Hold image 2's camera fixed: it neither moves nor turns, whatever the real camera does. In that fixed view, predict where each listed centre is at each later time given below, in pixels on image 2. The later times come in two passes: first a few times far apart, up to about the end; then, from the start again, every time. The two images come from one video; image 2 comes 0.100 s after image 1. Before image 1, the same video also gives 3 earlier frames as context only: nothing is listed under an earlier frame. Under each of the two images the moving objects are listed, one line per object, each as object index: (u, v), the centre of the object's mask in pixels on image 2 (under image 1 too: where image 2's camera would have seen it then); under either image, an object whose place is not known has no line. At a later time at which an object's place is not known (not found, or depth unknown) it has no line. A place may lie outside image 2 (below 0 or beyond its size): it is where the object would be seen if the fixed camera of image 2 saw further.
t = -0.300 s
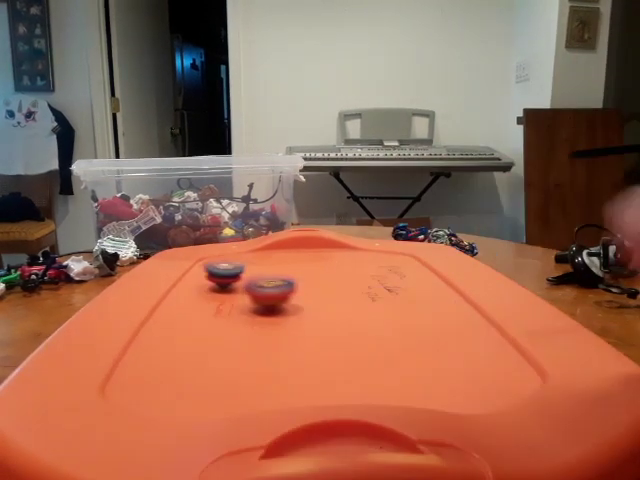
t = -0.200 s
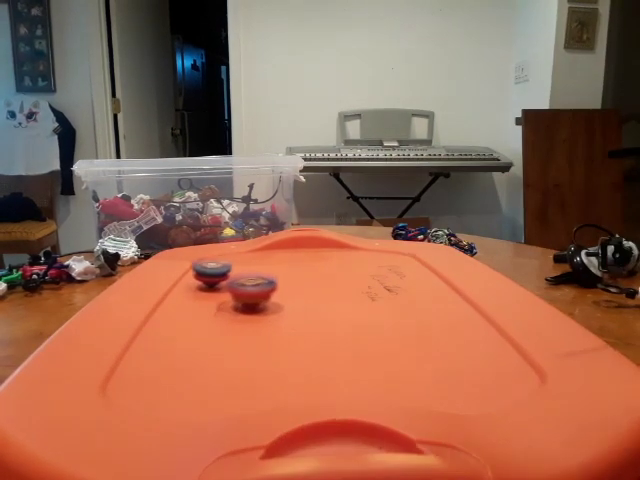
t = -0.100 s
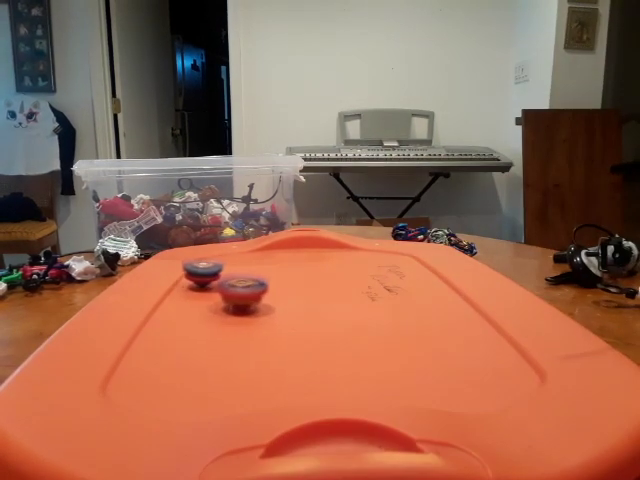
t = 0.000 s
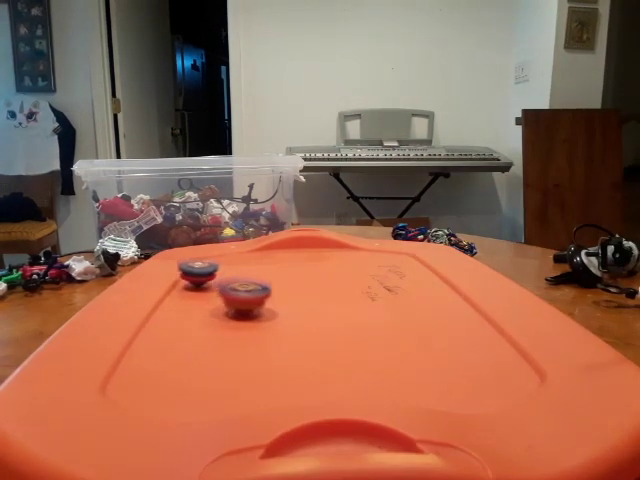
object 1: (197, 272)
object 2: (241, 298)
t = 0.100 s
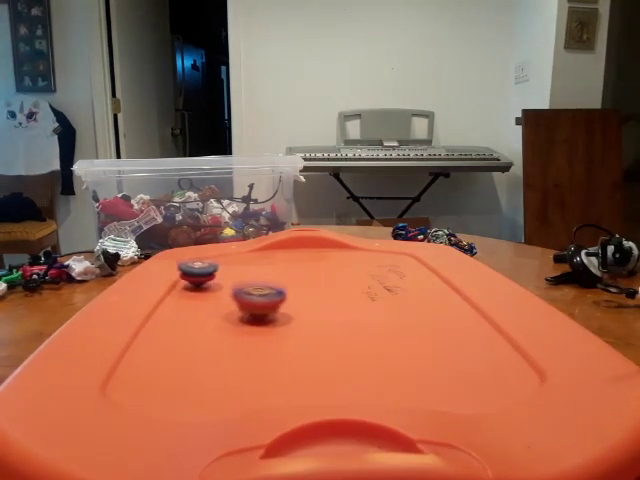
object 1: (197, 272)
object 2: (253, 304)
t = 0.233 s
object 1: (203, 272)
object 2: (275, 304)
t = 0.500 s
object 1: (231, 274)
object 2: (281, 293)
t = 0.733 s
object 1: (247, 270)
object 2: (296, 287)
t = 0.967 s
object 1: (248, 260)
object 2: (335, 285)
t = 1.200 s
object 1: (259, 251)
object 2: (337, 283)
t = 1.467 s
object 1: (277, 244)
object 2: (325, 281)
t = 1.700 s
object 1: (304, 245)
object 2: (313, 285)
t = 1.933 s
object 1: (330, 247)
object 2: (308, 287)
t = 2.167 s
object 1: (352, 250)
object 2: (308, 287)
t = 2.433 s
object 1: (367, 253)
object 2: (308, 286)
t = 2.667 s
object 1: (373, 256)
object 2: (306, 285)
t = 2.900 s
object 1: (372, 259)
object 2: (295, 285)
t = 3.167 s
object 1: (355, 268)
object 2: (291, 286)
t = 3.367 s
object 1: (334, 278)
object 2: (290, 286)
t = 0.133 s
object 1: (198, 272)
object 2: (259, 304)
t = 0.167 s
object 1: (199, 272)
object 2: (264, 304)
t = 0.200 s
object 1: (201, 272)
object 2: (270, 304)
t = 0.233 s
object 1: (203, 272)
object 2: (275, 304)
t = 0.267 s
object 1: (205, 273)
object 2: (279, 303)
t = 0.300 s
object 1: (208, 272)
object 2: (282, 302)
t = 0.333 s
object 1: (211, 273)
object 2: (284, 301)
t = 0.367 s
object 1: (215, 273)
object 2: (285, 300)
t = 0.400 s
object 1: (218, 273)
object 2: (284, 298)
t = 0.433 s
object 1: (222, 273)
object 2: (283, 297)
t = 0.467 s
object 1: (227, 273)
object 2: (283, 295)
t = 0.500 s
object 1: (231, 274)
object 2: (281, 293)
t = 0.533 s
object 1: (235, 274)
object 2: (280, 291)
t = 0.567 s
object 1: (240, 274)
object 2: (280, 289)
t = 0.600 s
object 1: (245, 274)
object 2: (281, 288)
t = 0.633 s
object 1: (249, 274)
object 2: (284, 287)
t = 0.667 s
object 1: (248, 273)
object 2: (285, 287)
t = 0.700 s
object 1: (247, 272)
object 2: (291, 287)
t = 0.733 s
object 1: (247, 270)
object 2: (296, 287)
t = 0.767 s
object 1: (246, 269)
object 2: (304, 286)
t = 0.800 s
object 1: (246, 267)
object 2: (310, 286)
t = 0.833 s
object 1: (246, 265)
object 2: (314, 286)
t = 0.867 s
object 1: (246, 264)
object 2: (319, 286)
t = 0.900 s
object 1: (247, 263)
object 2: (324, 285)
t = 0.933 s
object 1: (248, 261)
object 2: (330, 285)
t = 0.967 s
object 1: (248, 260)
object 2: (335, 285)
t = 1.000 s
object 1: (250, 258)
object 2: (338, 284)
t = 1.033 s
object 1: (251, 257)
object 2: (340, 285)
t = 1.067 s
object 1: (253, 256)
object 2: (342, 284)
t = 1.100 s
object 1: (254, 255)
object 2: (341, 284)
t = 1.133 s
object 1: (256, 253)
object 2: (341, 284)
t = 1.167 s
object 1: (258, 252)
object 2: (338, 284)
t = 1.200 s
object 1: (259, 251)
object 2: (337, 283)
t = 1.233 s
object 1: (261, 250)
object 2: (335, 283)
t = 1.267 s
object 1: (263, 249)
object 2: (333, 282)
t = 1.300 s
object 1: (265, 248)
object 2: (331, 282)
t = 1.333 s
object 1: (267, 247)
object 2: (329, 282)
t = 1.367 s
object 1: (269, 246)
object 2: (327, 282)
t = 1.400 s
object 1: (271, 245)
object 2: (326, 282)
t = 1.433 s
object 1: (274, 244)
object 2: (324, 282)
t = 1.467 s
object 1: (277, 244)
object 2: (325, 281)
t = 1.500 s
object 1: (280, 243)
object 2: (321, 282)
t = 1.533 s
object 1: (284, 243)
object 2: (319, 283)
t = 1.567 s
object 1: (287, 243)
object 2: (318, 283)
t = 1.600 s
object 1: (291, 244)
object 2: (317, 283)
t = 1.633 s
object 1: (296, 244)
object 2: (315, 284)
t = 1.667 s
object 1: (300, 245)
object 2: (314, 285)
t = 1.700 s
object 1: (304, 245)
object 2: (313, 285)
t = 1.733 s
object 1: (308, 246)
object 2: (312, 286)
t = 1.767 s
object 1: (311, 246)
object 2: (311, 286)
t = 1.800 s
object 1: (316, 246)
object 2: (310, 286)
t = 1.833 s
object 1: (319, 247)
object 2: (309, 287)
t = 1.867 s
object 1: (323, 247)
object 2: (309, 287)
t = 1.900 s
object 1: (327, 247)
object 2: (308, 287)
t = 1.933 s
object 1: (330, 247)
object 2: (308, 287)
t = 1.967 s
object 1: (334, 248)
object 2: (307, 287)
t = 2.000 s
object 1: (337, 248)
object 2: (306, 288)
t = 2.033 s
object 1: (340, 249)
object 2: (307, 287)
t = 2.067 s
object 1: (343, 249)
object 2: (307, 287)
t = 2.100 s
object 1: (346, 249)
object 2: (307, 287)
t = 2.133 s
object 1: (349, 249)
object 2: (307, 287)
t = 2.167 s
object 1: (352, 250)
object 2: (308, 287)
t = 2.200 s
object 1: (354, 250)
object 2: (308, 287)
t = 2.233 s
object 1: (356, 251)
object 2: (308, 287)
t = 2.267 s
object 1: (359, 251)
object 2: (308, 287)
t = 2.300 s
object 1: (361, 252)
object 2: (308, 287)
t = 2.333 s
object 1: (362, 252)
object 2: (308, 287)
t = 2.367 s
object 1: (364, 252)
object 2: (308, 286)
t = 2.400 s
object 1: (366, 253)
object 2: (308, 286)
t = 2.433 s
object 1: (367, 253)
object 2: (308, 286)
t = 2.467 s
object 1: (369, 254)
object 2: (307, 286)
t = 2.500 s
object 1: (370, 254)
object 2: (306, 286)
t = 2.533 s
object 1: (371, 254)
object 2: (306, 286)
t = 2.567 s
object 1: (371, 255)
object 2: (304, 286)
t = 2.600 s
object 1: (372, 255)
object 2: (304, 286)
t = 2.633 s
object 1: (373, 256)
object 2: (303, 286)
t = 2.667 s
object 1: (373, 256)
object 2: (306, 285)
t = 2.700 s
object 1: (374, 257)
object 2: (301, 286)
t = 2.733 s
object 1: (374, 257)
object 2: (300, 285)
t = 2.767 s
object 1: (374, 257)
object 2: (299, 285)
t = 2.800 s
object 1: (374, 258)
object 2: (298, 285)
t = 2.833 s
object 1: (374, 258)
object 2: (297, 285)
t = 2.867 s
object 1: (373, 259)
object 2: (296, 285)
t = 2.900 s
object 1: (372, 259)
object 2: (295, 285)
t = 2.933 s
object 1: (371, 261)
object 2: (293, 285)
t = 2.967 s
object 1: (370, 262)
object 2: (292, 285)
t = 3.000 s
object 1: (368, 263)
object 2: (291, 285)
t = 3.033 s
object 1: (366, 264)
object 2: (290, 286)
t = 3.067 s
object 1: (364, 265)
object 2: (293, 285)
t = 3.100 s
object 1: (361, 265)
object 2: (289, 286)
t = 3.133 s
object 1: (358, 267)
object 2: (292, 286)
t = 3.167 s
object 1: (355, 268)
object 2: (291, 286)
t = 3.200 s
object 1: (352, 270)
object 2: (291, 286)
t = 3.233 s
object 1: (348, 272)
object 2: (291, 286)
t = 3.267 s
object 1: (345, 273)
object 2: (291, 286)
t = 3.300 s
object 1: (341, 274)
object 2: (291, 286)
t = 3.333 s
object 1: (337, 277)
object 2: (291, 286)
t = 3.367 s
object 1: (334, 278)
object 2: (290, 286)
